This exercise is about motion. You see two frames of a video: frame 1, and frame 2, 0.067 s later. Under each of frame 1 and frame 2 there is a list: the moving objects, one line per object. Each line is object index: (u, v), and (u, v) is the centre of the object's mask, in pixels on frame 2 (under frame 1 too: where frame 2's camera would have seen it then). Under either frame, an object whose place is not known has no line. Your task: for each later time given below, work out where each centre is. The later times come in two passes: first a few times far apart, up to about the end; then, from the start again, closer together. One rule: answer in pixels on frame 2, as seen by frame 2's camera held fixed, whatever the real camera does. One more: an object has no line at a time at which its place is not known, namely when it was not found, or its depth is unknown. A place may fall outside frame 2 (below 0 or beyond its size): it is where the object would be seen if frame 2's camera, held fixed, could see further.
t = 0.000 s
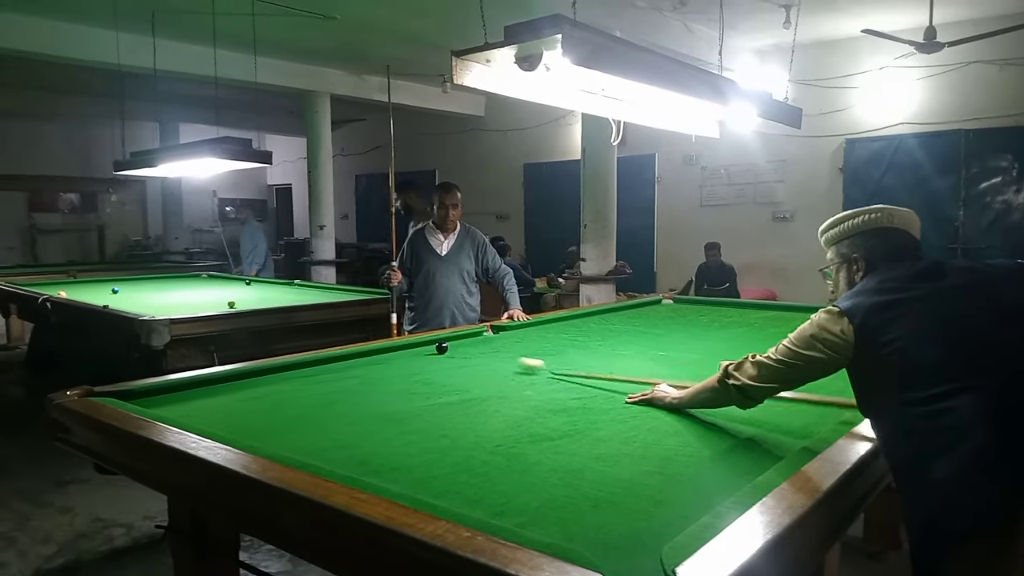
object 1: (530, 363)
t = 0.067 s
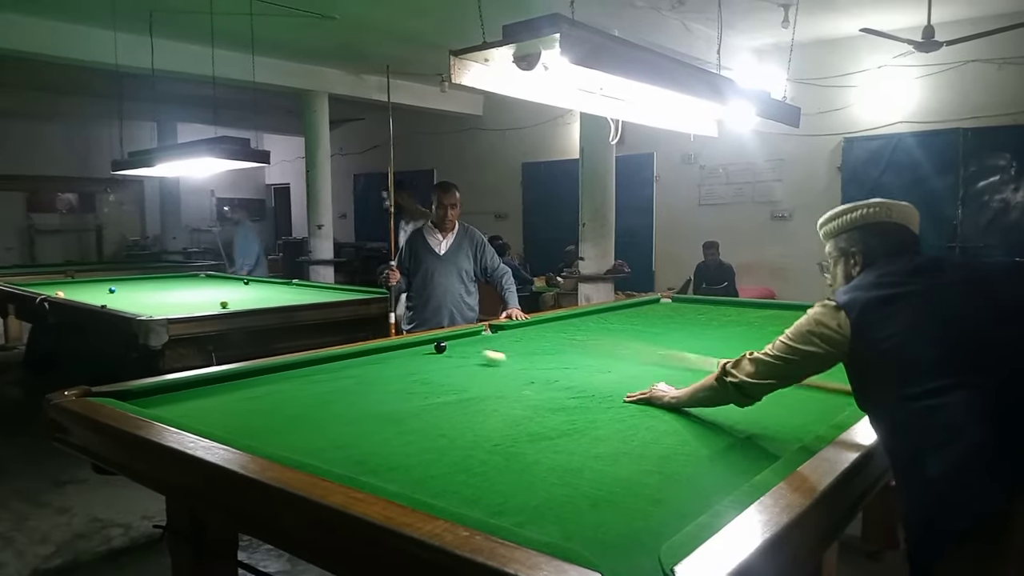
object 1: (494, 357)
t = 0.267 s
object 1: (425, 349)
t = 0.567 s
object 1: (395, 353)
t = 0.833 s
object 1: (412, 361)
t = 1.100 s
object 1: (431, 370)
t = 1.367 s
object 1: (452, 380)
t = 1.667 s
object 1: (475, 392)
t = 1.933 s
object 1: (498, 403)
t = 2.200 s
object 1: (521, 415)
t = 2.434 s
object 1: (542, 425)
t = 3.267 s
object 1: (616, 465)
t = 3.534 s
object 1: (640, 477)
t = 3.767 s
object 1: (657, 487)
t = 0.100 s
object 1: (478, 354)
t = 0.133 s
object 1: (463, 351)
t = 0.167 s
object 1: (450, 349)
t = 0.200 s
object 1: (440, 348)
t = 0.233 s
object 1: (433, 348)
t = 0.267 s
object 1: (425, 349)
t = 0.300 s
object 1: (417, 349)
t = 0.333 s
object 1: (408, 349)
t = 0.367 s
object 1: (400, 348)
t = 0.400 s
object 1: (392, 348)
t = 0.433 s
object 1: (386, 349)
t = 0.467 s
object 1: (388, 350)
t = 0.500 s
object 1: (391, 351)
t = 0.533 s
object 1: (393, 352)
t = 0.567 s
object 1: (395, 353)
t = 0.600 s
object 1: (396, 354)
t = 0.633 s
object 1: (399, 355)
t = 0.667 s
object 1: (401, 356)
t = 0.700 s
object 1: (403, 357)
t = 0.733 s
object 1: (406, 358)
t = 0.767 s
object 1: (408, 359)
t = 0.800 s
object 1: (410, 360)
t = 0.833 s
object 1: (412, 361)
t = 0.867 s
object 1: (415, 362)
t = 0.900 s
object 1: (417, 363)
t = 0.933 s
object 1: (420, 364)
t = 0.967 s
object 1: (422, 365)
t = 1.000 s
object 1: (424, 367)
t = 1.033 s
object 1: (426, 368)
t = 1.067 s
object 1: (429, 369)
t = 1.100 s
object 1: (431, 370)
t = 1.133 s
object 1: (434, 372)
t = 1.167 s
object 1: (436, 372)
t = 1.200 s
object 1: (439, 374)
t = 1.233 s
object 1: (441, 375)
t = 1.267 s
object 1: (444, 376)
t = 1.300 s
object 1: (447, 377)
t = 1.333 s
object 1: (449, 379)
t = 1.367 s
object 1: (452, 380)
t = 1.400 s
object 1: (454, 381)
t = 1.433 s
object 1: (456, 383)
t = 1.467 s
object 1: (459, 384)
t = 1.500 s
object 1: (462, 385)
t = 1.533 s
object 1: (465, 386)
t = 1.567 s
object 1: (467, 388)
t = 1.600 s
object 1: (470, 389)
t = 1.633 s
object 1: (473, 391)
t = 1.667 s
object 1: (475, 392)
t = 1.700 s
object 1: (478, 393)
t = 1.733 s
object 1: (481, 394)
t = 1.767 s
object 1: (484, 396)
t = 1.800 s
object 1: (487, 397)
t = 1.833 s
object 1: (489, 399)
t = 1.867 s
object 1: (493, 400)
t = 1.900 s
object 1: (496, 401)
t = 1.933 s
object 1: (498, 403)
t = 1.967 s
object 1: (501, 404)
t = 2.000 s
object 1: (504, 406)
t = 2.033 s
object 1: (507, 407)
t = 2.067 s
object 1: (509, 409)
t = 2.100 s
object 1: (512, 411)
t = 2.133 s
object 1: (515, 412)
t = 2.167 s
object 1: (518, 413)
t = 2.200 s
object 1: (521, 415)
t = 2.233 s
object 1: (524, 416)
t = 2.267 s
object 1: (527, 418)
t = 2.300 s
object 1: (530, 419)
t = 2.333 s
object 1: (533, 421)
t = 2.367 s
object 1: (536, 422)
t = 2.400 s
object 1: (539, 423)
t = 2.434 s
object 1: (542, 425)
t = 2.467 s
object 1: (545, 427)
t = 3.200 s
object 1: (611, 461)
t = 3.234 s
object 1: (613, 463)
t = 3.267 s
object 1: (616, 465)
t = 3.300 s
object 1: (619, 466)
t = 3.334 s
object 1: (623, 467)
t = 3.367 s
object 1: (626, 469)
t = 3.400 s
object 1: (628, 471)
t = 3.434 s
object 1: (631, 472)
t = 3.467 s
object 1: (634, 473)
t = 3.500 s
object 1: (637, 475)
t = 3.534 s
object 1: (640, 477)
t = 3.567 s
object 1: (642, 478)
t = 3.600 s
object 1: (644, 480)
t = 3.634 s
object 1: (647, 481)
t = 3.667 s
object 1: (650, 482)
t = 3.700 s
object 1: (651, 484)
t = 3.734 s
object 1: (654, 484)
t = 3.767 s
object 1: (657, 487)
